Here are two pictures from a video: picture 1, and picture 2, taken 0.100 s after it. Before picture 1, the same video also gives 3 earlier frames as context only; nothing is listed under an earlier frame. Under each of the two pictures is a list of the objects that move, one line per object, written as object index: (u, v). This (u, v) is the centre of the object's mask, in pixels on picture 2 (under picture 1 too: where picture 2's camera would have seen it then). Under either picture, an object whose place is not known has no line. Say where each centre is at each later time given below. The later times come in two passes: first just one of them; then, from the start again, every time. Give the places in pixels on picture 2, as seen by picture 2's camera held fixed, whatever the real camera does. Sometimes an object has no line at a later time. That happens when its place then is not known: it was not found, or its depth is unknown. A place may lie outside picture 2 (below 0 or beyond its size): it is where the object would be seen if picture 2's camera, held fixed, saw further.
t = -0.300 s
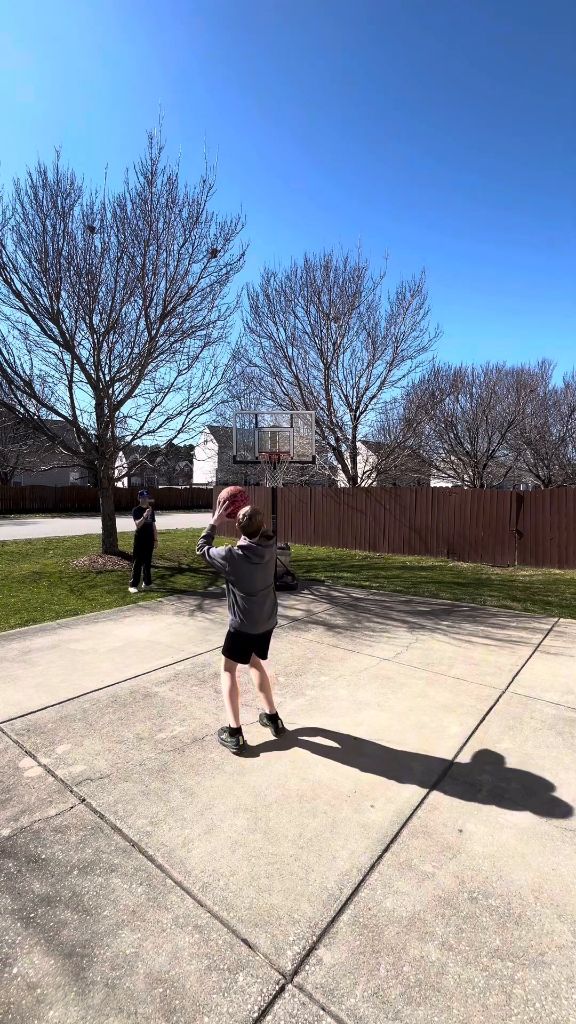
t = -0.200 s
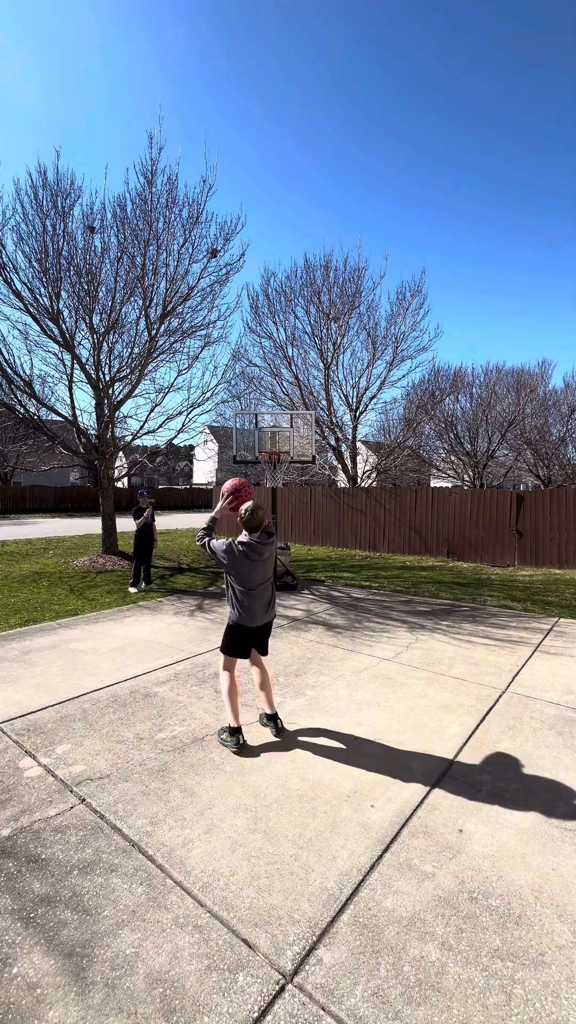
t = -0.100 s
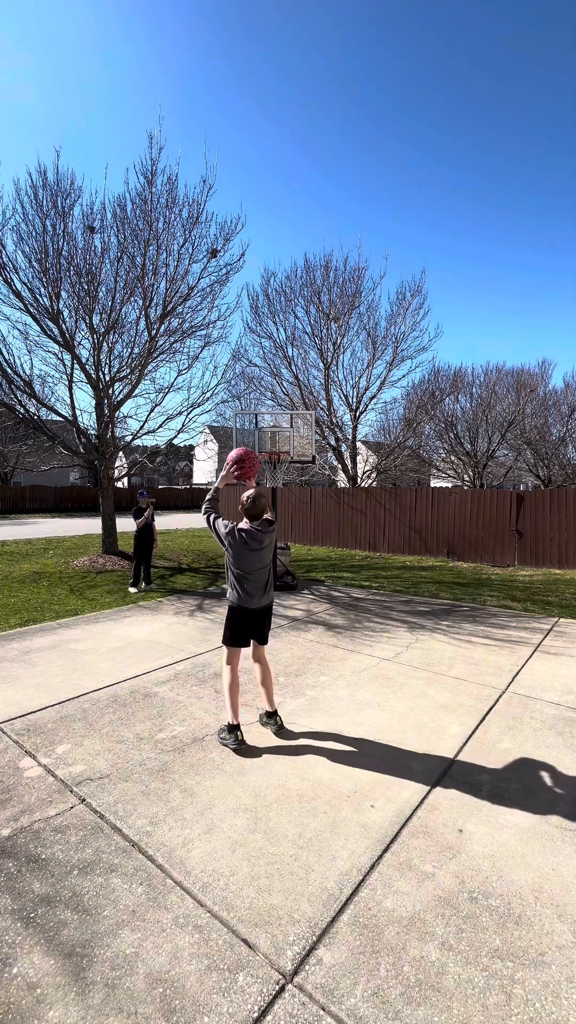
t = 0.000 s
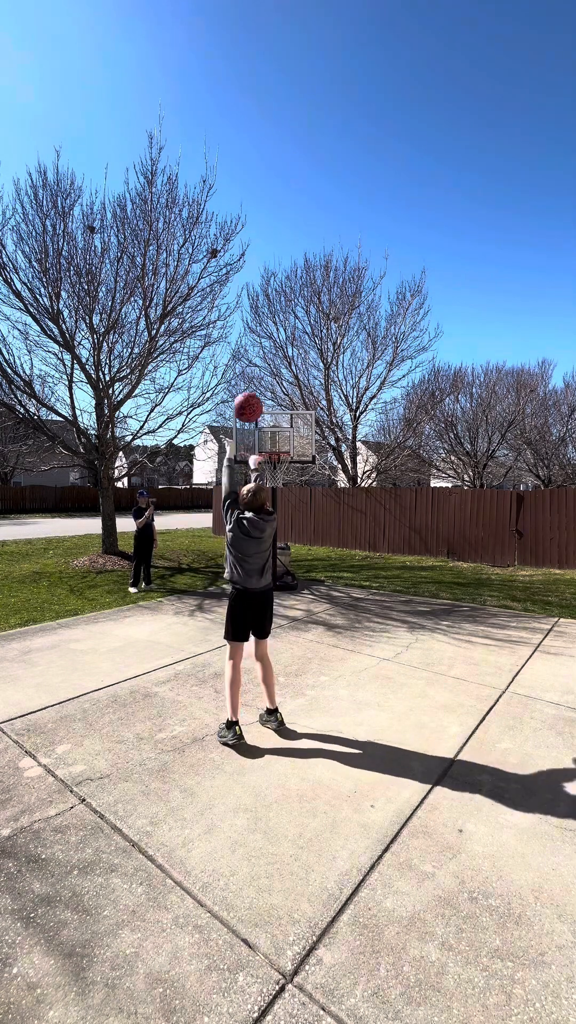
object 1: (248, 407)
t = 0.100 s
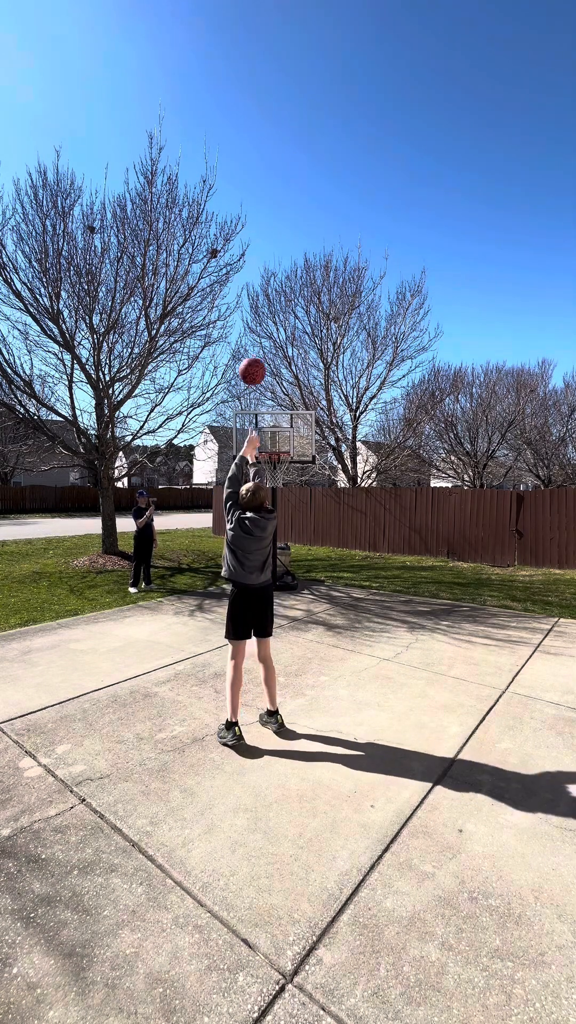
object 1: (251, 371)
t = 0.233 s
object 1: (256, 349)
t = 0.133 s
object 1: (252, 363)
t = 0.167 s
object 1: (254, 357)
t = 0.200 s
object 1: (254, 352)
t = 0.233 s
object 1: (256, 349)
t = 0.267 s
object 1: (257, 347)
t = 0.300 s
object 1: (258, 345)
